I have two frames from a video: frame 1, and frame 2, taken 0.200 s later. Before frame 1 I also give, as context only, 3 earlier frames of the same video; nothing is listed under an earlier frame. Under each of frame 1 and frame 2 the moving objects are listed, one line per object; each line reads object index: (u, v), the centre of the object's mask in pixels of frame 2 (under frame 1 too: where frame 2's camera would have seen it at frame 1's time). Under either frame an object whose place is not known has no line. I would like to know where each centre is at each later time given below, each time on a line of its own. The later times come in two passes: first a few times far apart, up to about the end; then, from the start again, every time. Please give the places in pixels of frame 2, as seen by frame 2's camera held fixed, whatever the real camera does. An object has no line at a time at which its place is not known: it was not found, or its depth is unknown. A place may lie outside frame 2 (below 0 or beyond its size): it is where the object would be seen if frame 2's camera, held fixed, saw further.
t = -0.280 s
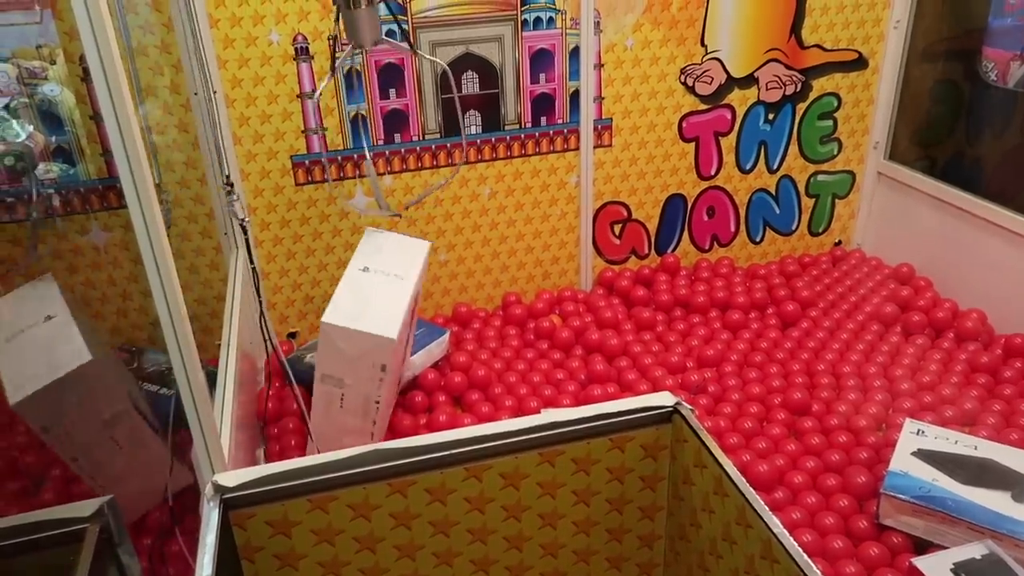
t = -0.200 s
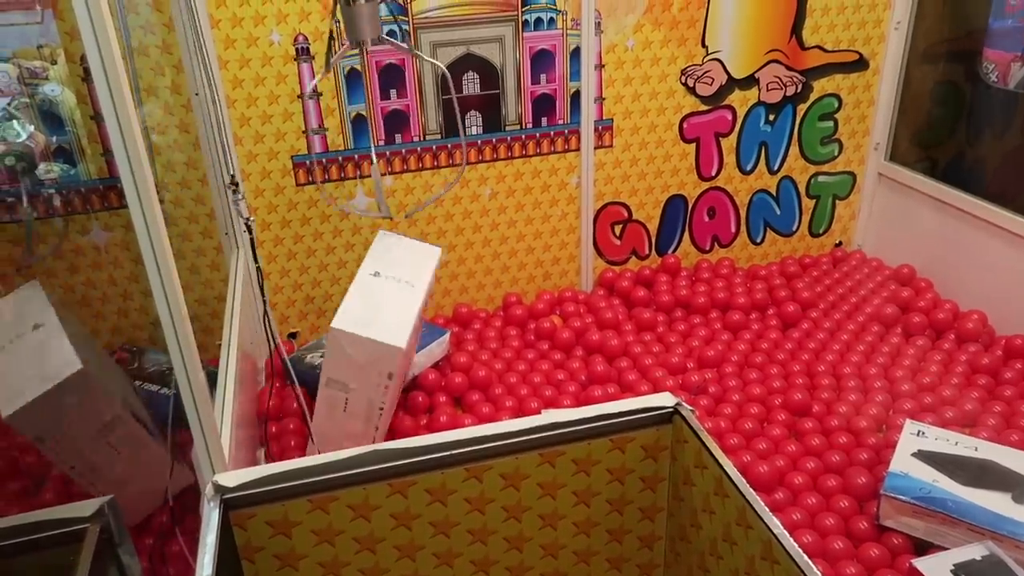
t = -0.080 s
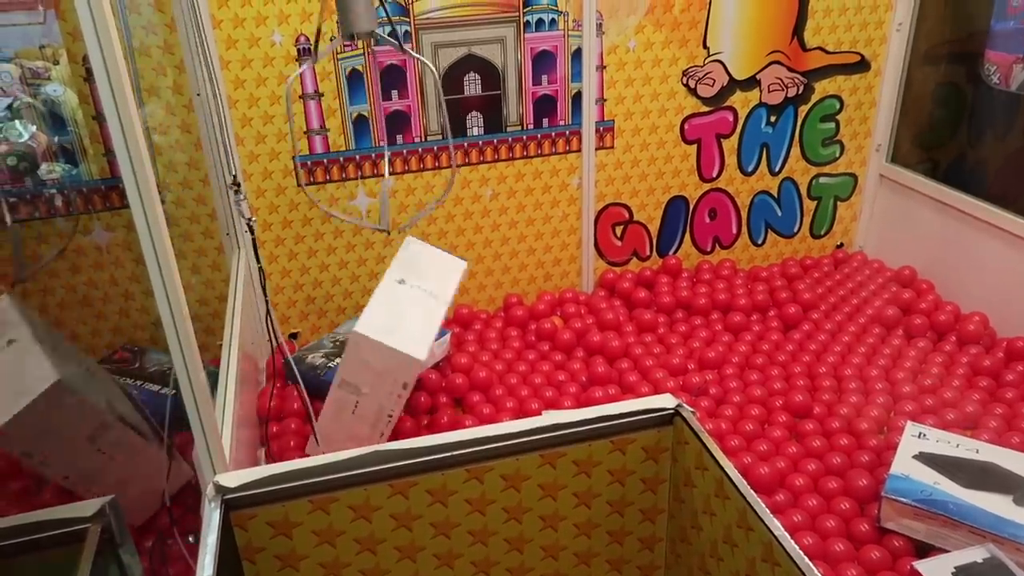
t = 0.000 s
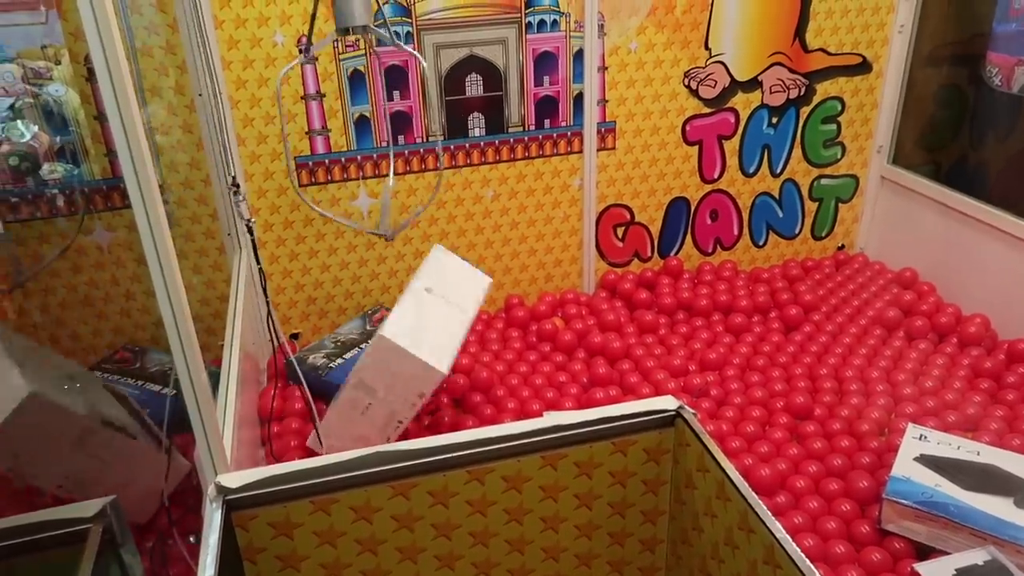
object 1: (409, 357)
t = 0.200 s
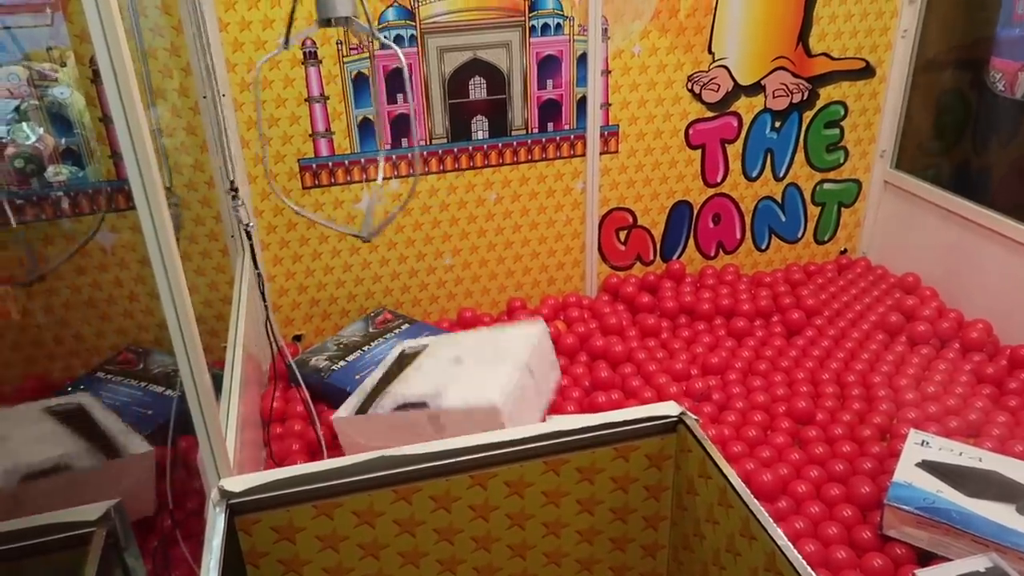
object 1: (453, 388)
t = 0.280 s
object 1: (458, 390)
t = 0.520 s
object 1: (458, 394)
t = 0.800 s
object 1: (454, 395)
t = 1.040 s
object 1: (454, 396)
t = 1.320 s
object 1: (454, 396)
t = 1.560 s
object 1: (454, 396)
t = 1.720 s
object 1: (454, 396)
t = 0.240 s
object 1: (456, 392)
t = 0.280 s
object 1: (458, 390)
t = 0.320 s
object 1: (459, 390)
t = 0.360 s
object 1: (461, 392)
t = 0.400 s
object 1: (459, 393)
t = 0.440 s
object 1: (456, 394)
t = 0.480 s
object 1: (457, 393)
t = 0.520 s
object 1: (458, 394)
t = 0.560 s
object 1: (458, 394)
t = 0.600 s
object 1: (459, 394)
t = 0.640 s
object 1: (458, 395)
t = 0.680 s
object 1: (456, 396)
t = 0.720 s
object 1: (454, 395)
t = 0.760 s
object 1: (454, 395)
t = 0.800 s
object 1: (454, 395)
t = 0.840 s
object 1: (455, 395)
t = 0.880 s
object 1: (455, 395)
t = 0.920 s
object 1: (454, 395)
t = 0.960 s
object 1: (454, 395)
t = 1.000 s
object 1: (454, 396)
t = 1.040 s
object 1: (454, 396)
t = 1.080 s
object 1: (454, 396)
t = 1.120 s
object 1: (454, 396)
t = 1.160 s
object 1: (454, 396)
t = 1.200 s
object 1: (454, 396)
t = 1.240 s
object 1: (454, 396)
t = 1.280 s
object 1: (454, 396)
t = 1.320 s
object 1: (454, 396)
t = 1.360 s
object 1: (454, 396)
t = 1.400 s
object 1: (454, 396)
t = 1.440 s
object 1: (454, 396)
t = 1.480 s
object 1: (454, 396)
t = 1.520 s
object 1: (454, 396)
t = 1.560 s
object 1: (454, 396)
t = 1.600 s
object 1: (454, 396)
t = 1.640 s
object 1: (454, 396)
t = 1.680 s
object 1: (454, 396)
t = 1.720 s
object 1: (454, 396)
